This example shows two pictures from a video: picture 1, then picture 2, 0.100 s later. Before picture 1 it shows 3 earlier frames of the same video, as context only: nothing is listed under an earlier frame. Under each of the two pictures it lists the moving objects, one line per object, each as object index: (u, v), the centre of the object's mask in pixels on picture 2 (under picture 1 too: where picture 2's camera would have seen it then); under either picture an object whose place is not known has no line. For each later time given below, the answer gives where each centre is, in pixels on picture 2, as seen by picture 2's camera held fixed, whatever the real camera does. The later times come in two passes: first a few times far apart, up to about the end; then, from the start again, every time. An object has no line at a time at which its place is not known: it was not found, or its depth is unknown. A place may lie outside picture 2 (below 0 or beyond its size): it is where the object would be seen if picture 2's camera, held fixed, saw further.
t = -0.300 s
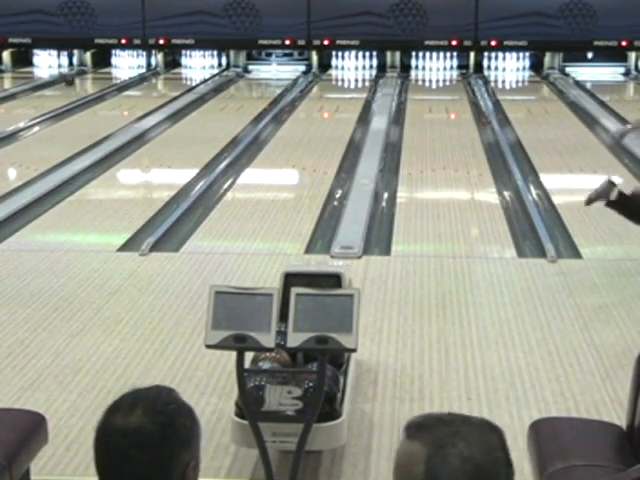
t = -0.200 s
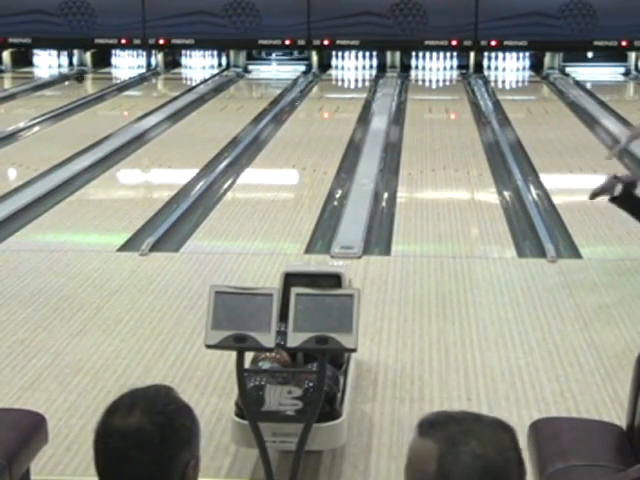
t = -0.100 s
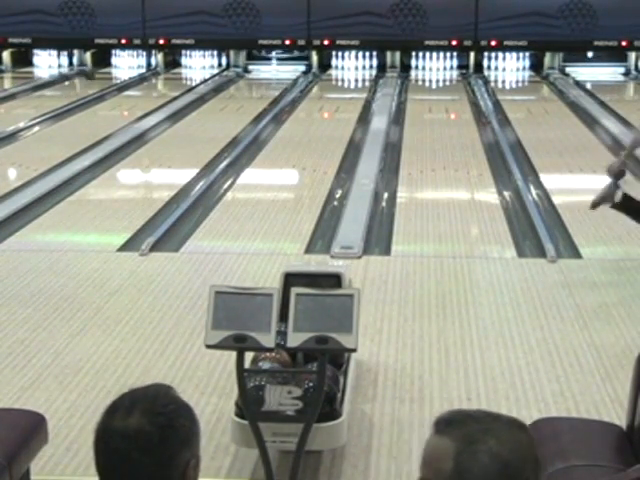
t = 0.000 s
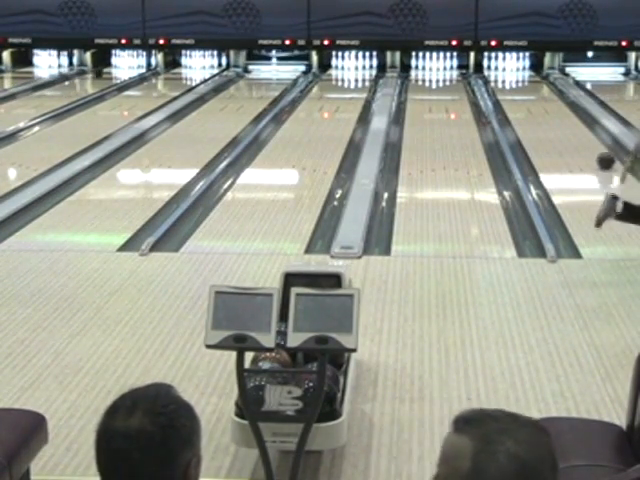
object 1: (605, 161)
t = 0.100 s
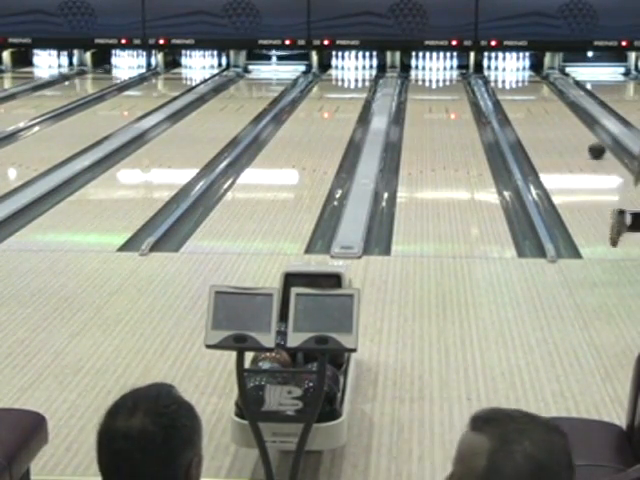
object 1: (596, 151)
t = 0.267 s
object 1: (583, 136)
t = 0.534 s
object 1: (565, 118)
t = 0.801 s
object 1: (550, 102)
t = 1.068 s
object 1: (537, 90)
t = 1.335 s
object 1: (526, 79)
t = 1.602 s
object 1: (515, 71)
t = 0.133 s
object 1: (593, 148)
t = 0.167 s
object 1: (590, 145)
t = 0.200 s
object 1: (587, 142)
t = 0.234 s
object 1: (585, 139)
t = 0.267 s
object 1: (583, 136)
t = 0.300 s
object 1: (580, 134)
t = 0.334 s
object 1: (578, 132)
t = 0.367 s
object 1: (575, 129)
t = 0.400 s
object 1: (573, 126)
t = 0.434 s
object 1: (571, 124)
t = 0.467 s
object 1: (569, 121)
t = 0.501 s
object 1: (567, 119)
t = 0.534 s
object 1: (565, 118)
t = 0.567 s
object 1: (562, 116)
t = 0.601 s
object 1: (561, 113)
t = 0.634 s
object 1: (559, 112)
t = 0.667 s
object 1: (557, 109)
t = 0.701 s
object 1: (555, 107)
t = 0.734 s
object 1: (553, 106)
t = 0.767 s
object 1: (551, 104)
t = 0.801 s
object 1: (550, 102)
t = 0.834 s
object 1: (548, 100)
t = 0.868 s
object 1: (546, 98)
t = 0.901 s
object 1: (545, 97)
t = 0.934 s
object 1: (543, 95)
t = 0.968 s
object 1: (542, 94)
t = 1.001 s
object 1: (540, 92)
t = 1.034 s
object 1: (539, 92)
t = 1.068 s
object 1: (537, 90)
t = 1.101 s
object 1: (536, 89)
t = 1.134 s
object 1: (535, 87)
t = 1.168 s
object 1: (533, 85)
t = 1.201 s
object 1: (532, 84)
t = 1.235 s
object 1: (530, 82)
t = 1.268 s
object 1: (530, 81)
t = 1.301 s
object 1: (527, 80)
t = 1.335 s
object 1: (526, 79)
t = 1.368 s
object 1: (524, 78)
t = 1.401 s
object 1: (523, 77)
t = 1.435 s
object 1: (522, 76)
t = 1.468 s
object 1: (521, 75)
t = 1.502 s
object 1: (519, 74)
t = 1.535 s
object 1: (518, 72)
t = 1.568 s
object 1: (516, 71)
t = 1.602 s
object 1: (515, 71)
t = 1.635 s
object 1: (514, 70)
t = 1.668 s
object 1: (513, 69)
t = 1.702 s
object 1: (512, 68)
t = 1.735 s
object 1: (511, 68)
